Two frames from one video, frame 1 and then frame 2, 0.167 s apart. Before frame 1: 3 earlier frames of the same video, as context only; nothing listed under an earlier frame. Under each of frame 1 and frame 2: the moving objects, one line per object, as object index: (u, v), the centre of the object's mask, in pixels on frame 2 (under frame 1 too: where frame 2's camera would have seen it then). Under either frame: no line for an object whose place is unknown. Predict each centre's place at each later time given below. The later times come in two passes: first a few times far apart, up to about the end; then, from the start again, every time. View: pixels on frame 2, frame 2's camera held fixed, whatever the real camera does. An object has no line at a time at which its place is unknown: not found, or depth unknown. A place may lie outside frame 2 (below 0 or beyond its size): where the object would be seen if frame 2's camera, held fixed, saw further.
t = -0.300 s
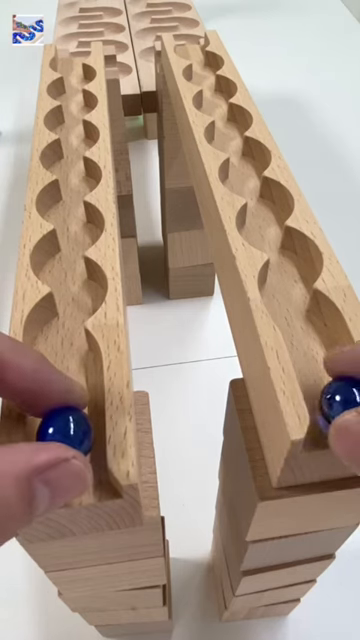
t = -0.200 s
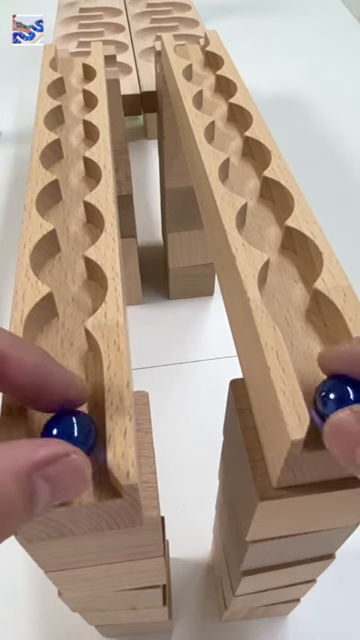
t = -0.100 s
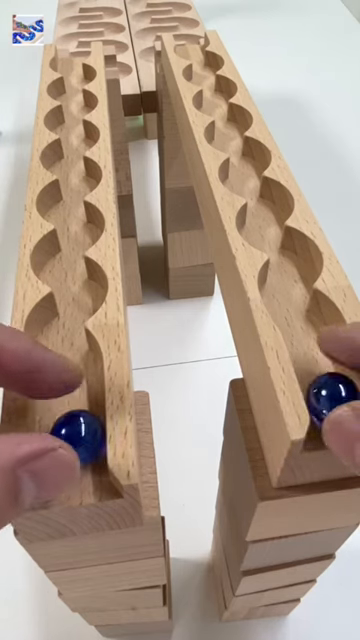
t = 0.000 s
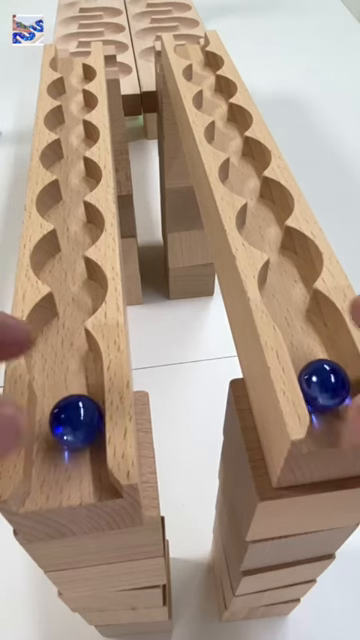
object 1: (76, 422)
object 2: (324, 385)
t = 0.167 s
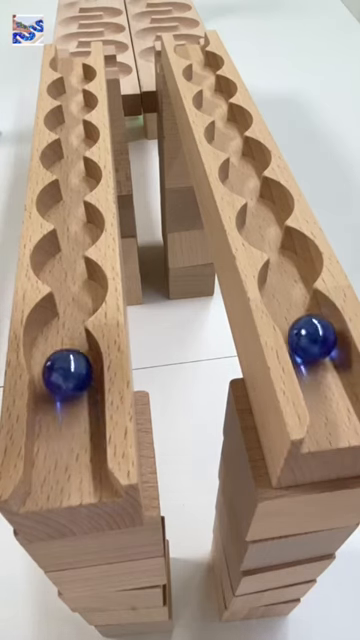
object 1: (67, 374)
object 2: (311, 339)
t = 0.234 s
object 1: (67, 349)
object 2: (308, 315)
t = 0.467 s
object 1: (85, 296)
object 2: (293, 270)
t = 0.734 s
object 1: (58, 254)
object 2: (257, 228)
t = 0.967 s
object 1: (72, 217)
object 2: (265, 196)
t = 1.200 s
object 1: (76, 187)
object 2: (239, 173)
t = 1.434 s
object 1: (59, 163)
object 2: (232, 145)
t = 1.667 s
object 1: (81, 138)
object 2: (234, 125)
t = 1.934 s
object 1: (68, 117)
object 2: (208, 102)
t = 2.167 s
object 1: (68, 96)
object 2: (217, 87)
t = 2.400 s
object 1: (82, 76)
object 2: (200, 71)
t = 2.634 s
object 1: (65, 64)
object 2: (194, 54)
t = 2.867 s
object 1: (78, 45)
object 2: (192, 40)
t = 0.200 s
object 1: (66, 362)
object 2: (309, 328)
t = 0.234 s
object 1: (67, 349)
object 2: (308, 315)
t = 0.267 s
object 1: (55, 343)
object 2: (296, 310)
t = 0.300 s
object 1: (53, 335)
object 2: (286, 303)
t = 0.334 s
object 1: (57, 326)
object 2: (282, 296)
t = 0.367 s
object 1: (60, 318)
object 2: (280, 289)
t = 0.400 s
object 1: (69, 312)
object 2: (280, 282)
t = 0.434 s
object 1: (77, 304)
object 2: (286, 276)
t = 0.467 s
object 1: (85, 296)
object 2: (293, 270)
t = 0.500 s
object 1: (84, 290)
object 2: (299, 264)
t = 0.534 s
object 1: (84, 284)
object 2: (294, 258)
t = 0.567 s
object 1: (75, 278)
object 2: (289, 251)
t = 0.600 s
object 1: (66, 275)
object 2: (282, 246)
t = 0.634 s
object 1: (59, 271)
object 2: (274, 241)
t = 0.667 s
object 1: (54, 266)
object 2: (265, 236)
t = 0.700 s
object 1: (55, 262)
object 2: (258, 232)
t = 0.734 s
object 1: (58, 254)
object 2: (257, 228)
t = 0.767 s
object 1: (65, 248)
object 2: (256, 224)
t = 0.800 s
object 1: (74, 241)
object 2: (257, 221)
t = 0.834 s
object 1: (81, 235)
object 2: (265, 215)
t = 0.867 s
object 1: (83, 231)
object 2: (270, 212)
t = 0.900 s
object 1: (83, 227)
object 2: (273, 207)
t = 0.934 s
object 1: (81, 222)
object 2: (271, 203)
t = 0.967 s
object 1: (72, 217)
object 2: (265, 196)
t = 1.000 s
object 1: (65, 215)
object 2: (260, 193)
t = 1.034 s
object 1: (57, 211)
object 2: (253, 189)
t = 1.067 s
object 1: (58, 207)
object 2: (245, 184)
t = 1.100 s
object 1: (58, 203)
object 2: (238, 181)
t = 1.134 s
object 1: (62, 199)
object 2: (238, 178)
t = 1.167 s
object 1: (69, 194)
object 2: (237, 175)
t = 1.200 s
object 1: (76, 187)
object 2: (239, 173)
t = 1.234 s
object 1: (82, 182)
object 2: (243, 169)
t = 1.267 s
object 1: (82, 180)
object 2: (250, 164)
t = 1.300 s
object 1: (81, 177)
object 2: (252, 160)
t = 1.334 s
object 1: (79, 173)
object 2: (250, 158)
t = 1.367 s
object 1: (70, 169)
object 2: (248, 155)
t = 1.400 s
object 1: (64, 166)
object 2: (242, 151)
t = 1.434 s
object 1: (59, 163)
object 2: (232, 145)
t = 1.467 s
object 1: (60, 160)
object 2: (226, 141)
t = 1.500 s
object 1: (60, 157)
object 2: (223, 138)
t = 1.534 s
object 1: (64, 155)
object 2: (222, 136)
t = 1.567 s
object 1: (70, 150)
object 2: (222, 134)
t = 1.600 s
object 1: (77, 145)
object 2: (223, 132)
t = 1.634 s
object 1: (82, 141)
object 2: (230, 128)
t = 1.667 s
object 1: (81, 138)
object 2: (234, 125)
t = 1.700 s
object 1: (81, 135)
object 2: (235, 122)
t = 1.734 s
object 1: (78, 134)
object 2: (234, 120)
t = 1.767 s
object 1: (72, 131)
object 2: (232, 118)
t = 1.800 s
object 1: (66, 127)
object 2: (229, 115)
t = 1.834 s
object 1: (60, 124)
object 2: (219, 110)
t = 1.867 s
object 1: (62, 121)
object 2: (213, 106)
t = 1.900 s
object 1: (63, 119)
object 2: (208, 104)
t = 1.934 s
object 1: (68, 117)
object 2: (208, 102)
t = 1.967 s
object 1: (73, 113)
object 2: (208, 100)
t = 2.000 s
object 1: (80, 108)
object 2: (210, 99)
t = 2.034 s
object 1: (81, 105)
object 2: (215, 97)
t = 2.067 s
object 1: (80, 103)
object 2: (220, 94)
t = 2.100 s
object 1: (79, 101)
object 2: (221, 91)
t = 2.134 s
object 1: (76, 100)
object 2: (220, 89)
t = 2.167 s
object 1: (68, 96)
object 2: (217, 87)
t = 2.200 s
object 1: (63, 93)
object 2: (213, 85)
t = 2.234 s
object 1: (63, 92)
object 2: (206, 81)
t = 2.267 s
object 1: (63, 89)
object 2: (199, 76)
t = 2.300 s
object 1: (65, 87)
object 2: (197, 74)
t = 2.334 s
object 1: (70, 86)
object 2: (197, 73)
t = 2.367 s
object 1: (76, 81)
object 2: (198, 71)
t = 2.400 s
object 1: (82, 76)
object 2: (200, 71)
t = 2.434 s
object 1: (81, 75)
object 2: (205, 68)
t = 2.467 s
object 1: (80, 74)
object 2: (209, 65)
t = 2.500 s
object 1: (78, 73)
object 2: (209, 63)
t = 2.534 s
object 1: (72, 71)
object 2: (208, 61)
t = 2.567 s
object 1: (68, 68)
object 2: (204, 60)
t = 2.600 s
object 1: (63, 65)
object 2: (202, 59)
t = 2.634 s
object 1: (65, 64)
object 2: (194, 54)
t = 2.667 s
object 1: (66, 62)
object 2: (189, 51)
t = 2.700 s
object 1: (69, 60)
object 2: (188, 49)
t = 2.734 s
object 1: (71, 57)
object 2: (187, 48)
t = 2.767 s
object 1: (73, 53)
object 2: (188, 47)
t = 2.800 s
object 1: (76, 50)
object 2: (189, 45)
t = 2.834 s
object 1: (78, 47)
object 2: (190, 42)
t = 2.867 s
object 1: (78, 45)
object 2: (192, 40)
